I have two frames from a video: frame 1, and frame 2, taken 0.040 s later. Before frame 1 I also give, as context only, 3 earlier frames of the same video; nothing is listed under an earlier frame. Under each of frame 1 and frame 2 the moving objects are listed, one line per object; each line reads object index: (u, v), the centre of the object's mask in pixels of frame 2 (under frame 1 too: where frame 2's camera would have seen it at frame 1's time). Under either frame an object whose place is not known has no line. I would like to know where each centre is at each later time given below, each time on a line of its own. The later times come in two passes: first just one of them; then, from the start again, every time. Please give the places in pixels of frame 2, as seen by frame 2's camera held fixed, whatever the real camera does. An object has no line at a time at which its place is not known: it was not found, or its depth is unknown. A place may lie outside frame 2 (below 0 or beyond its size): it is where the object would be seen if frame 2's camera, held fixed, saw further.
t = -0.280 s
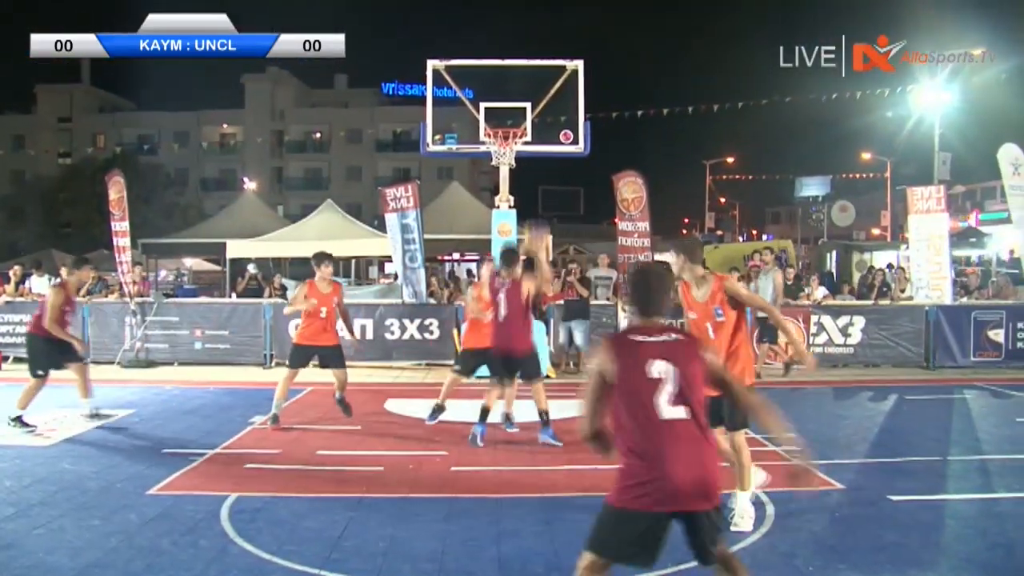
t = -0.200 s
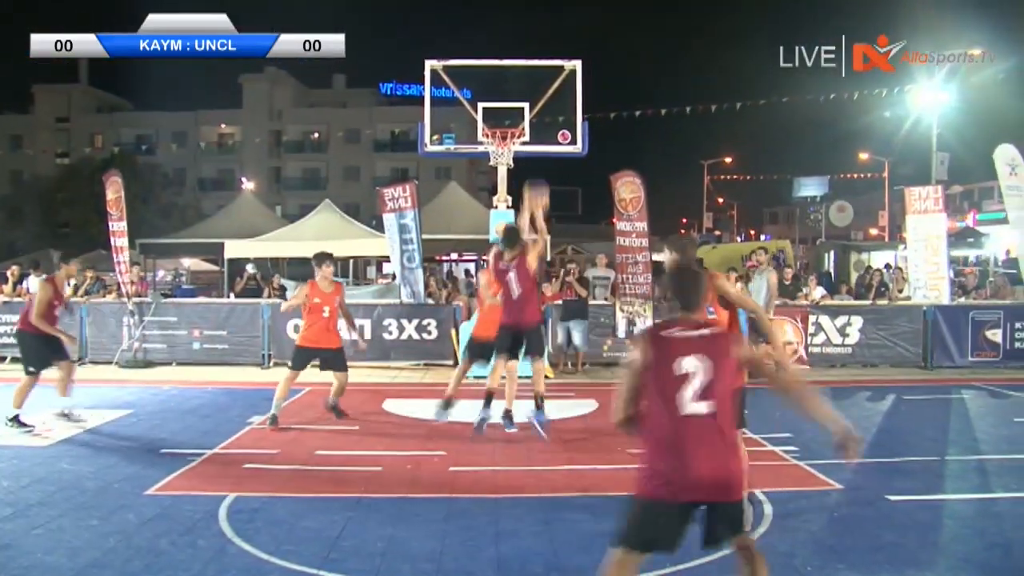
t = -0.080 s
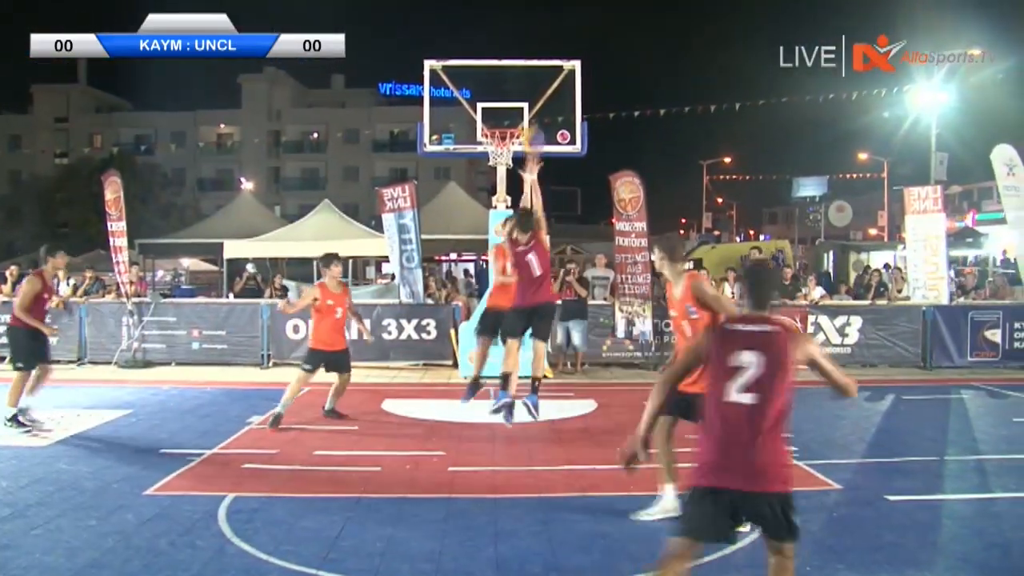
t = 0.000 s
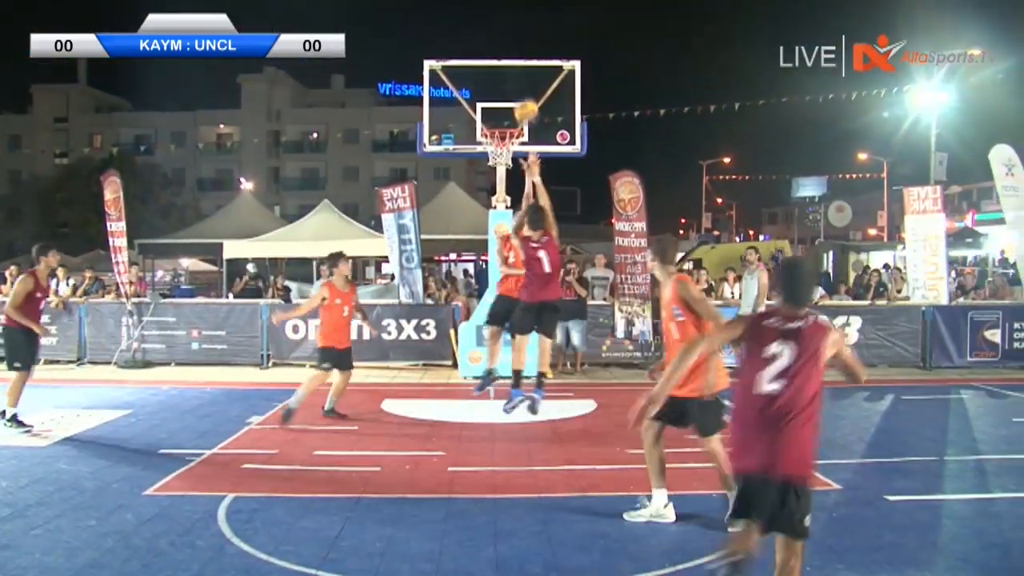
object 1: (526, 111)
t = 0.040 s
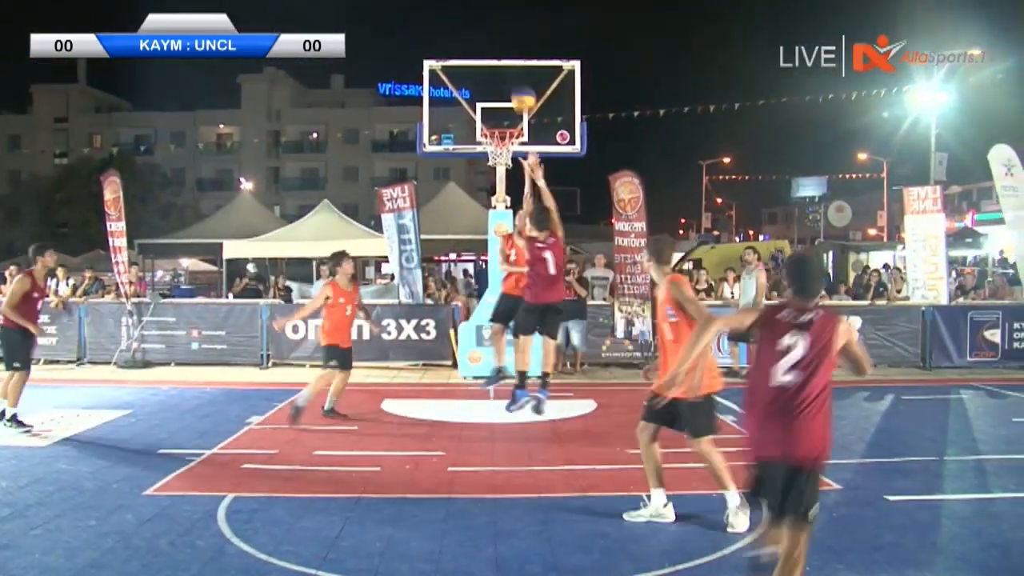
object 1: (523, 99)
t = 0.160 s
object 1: (516, 78)
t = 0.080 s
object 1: (521, 90)
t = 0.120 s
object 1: (519, 83)
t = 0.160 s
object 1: (516, 78)
